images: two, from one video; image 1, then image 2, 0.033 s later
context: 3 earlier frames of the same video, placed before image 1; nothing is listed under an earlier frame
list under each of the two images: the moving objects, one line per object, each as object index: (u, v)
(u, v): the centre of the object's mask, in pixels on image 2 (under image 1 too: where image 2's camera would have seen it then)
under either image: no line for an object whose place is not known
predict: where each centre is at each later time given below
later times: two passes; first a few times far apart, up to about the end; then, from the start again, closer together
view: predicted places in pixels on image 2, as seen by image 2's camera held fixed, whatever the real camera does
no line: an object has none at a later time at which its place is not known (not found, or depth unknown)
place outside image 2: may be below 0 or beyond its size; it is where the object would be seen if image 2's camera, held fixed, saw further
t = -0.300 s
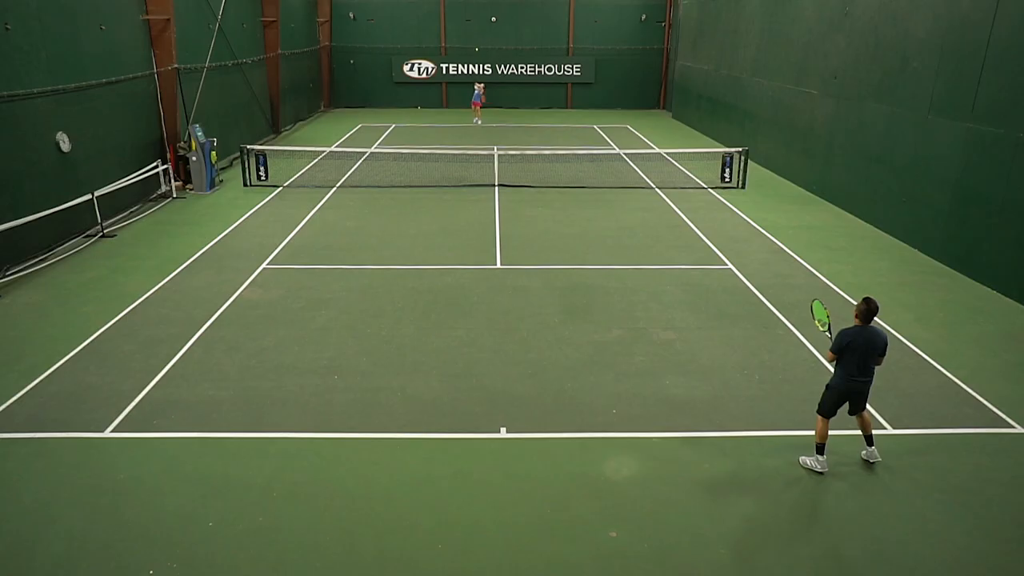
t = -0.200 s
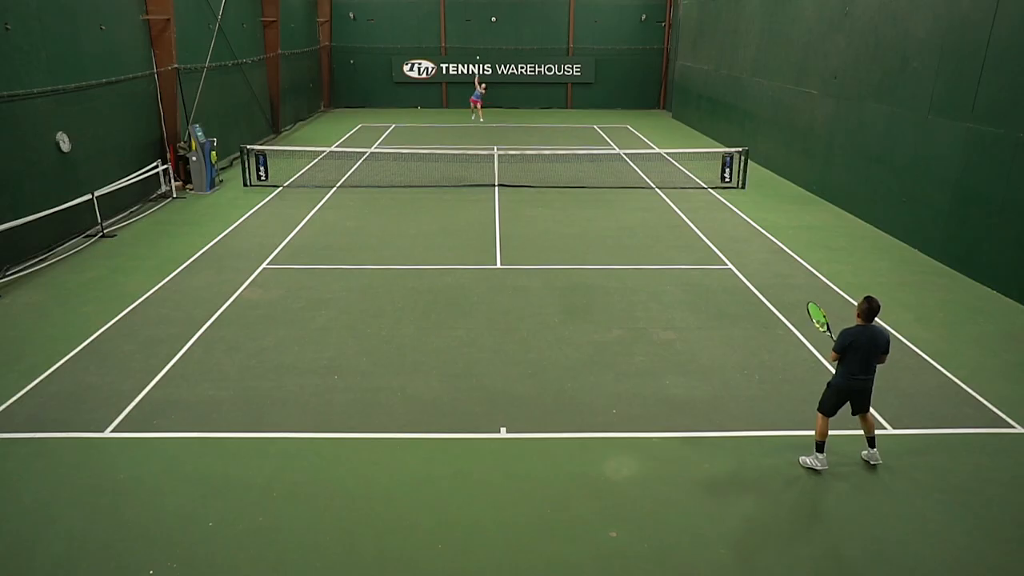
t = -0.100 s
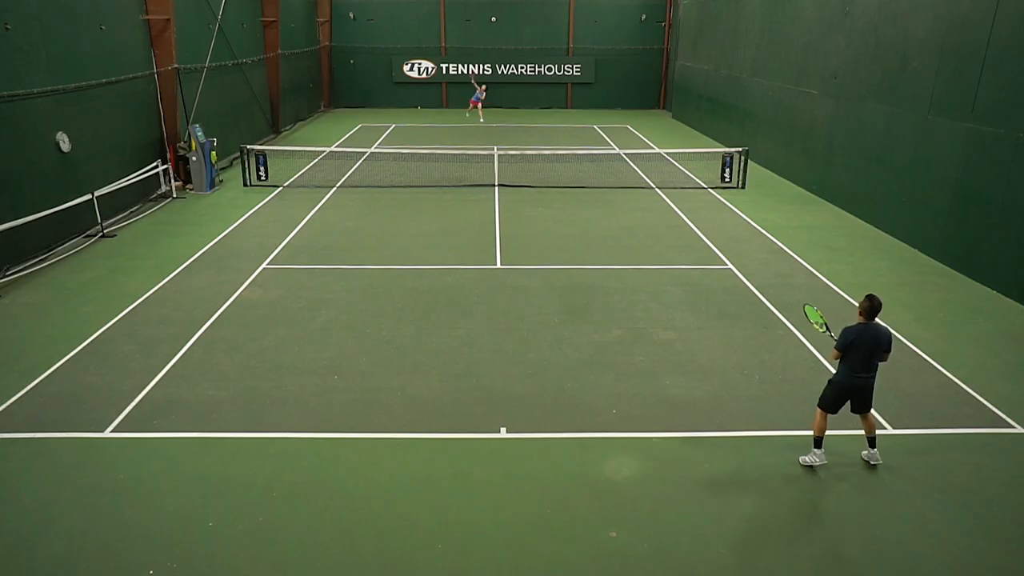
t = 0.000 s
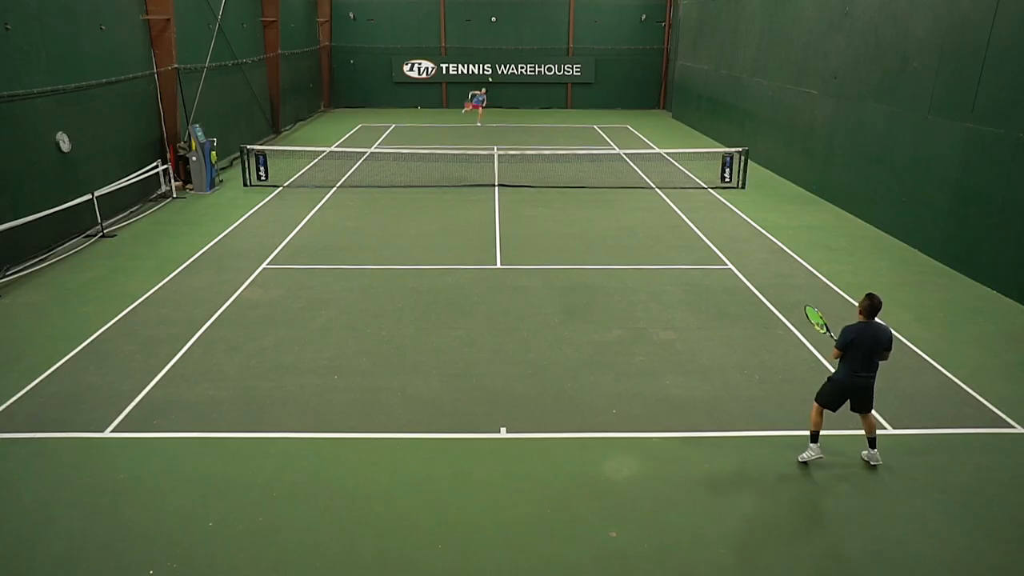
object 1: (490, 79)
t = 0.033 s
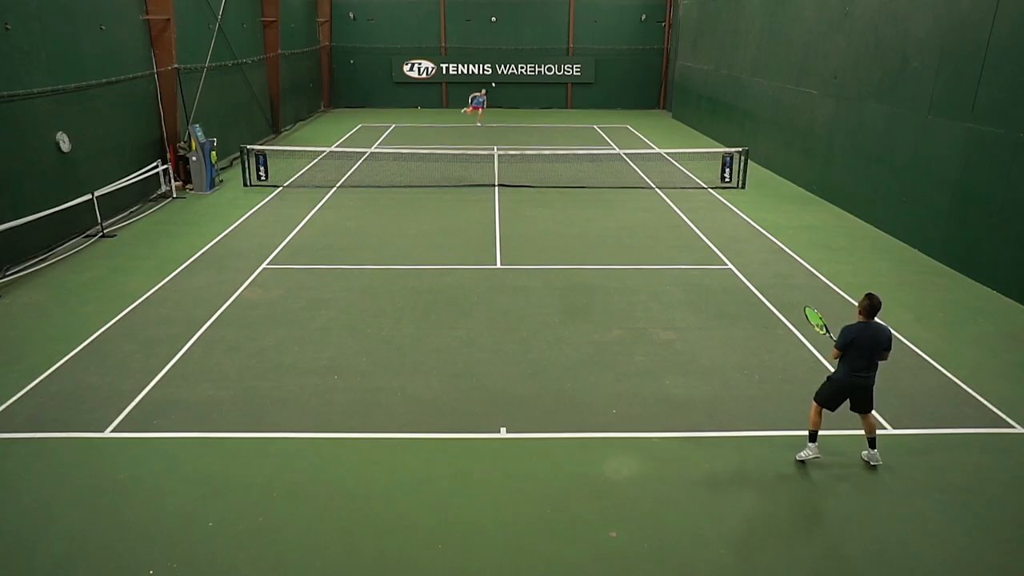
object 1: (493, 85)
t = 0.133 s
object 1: (504, 104)
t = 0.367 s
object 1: (539, 180)
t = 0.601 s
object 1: (581, 220)
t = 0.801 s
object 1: (624, 230)
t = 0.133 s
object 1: (504, 104)
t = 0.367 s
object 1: (539, 180)
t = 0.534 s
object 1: (569, 222)
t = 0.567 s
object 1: (575, 220)
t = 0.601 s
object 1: (581, 220)
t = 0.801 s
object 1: (624, 230)
